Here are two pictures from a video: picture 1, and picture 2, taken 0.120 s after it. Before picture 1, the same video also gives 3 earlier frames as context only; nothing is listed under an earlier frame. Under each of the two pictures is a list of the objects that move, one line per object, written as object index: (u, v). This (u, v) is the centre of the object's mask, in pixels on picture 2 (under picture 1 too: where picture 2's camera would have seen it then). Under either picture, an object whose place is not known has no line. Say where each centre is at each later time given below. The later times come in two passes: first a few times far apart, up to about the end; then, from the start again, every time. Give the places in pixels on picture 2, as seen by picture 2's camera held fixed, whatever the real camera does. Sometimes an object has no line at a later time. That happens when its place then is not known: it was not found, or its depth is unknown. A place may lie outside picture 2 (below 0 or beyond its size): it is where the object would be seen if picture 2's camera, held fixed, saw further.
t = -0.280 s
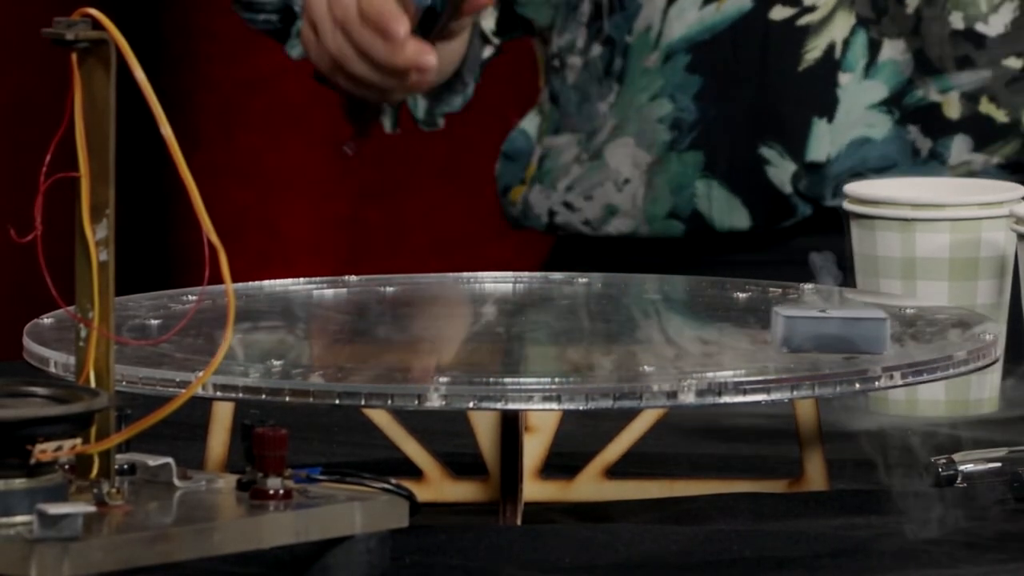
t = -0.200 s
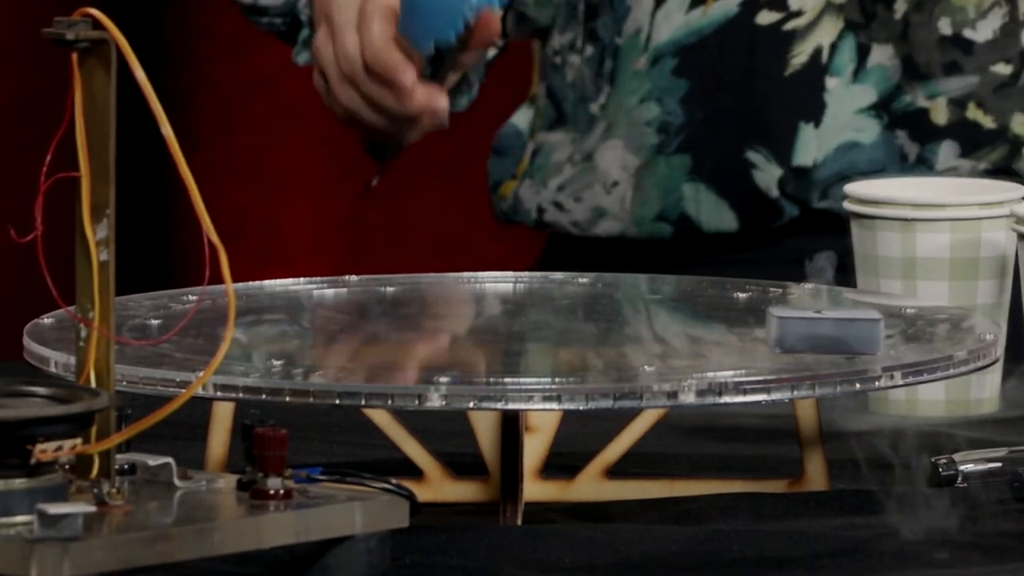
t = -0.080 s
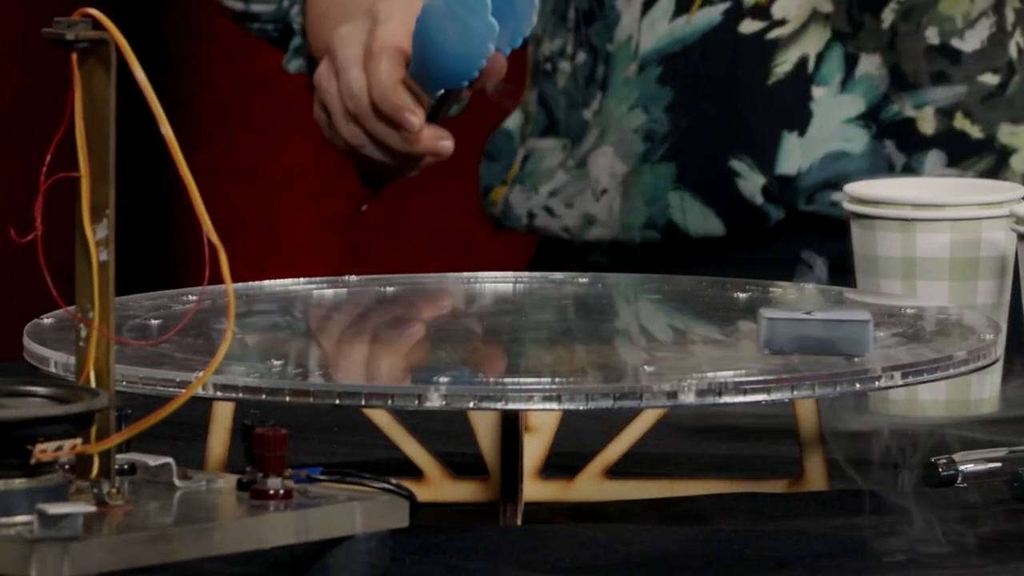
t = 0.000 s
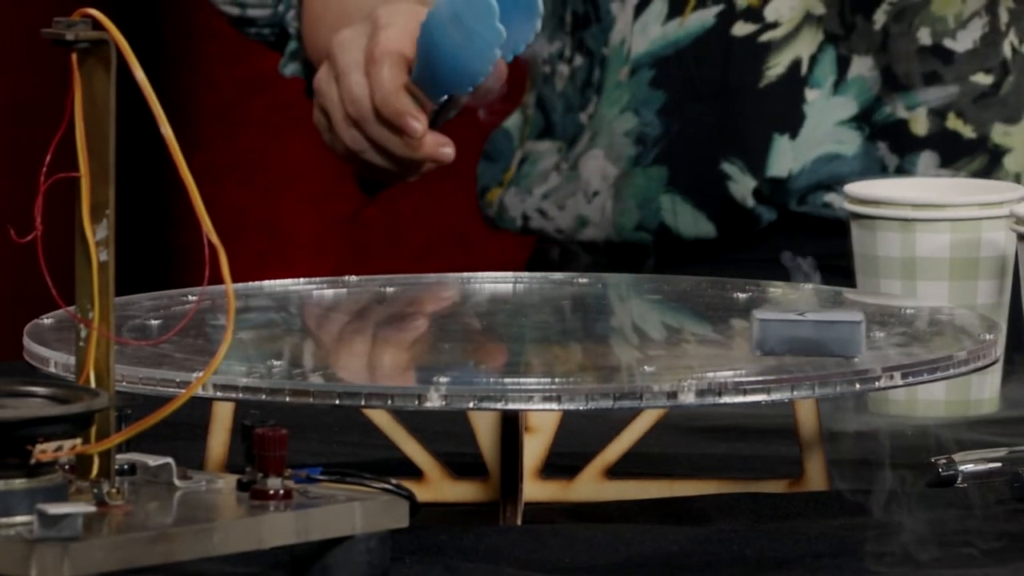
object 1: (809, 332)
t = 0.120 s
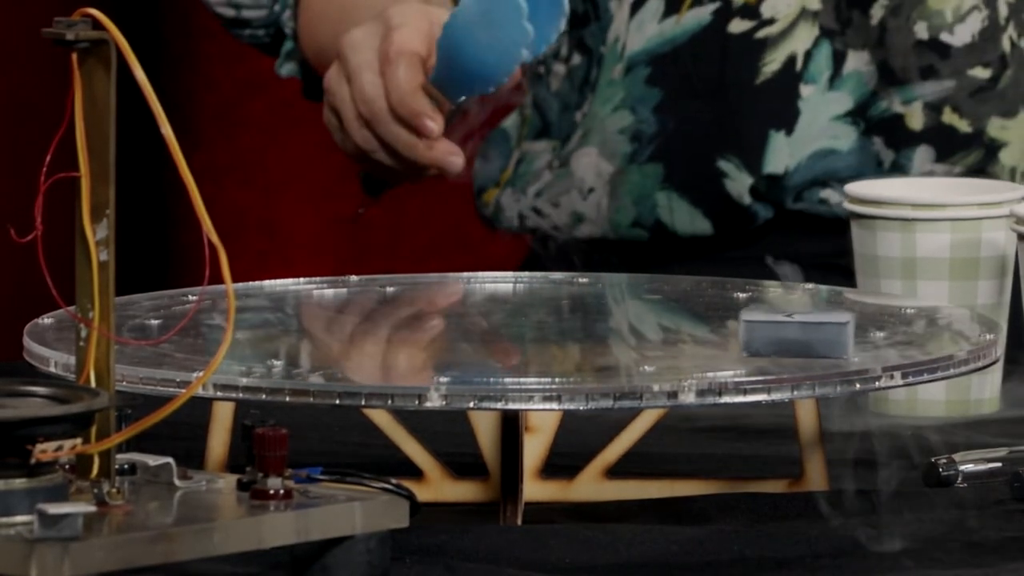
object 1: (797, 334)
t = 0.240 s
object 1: (781, 335)
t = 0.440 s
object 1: (755, 339)
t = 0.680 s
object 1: (711, 342)
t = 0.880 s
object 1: (670, 343)
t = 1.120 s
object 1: (614, 345)
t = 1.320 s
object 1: (567, 347)
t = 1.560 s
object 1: (516, 348)
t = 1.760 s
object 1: (480, 348)
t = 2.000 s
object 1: (442, 346)
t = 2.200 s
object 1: (411, 345)
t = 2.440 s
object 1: (372, 343)
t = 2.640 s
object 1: (341, 341)
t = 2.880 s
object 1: (305, 340)
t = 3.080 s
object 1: (282, 339)
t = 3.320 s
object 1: (237, 335)
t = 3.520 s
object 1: (203, 332)
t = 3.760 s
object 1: (169, 327)
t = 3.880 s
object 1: (166, 325)
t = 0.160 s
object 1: (791, 334)
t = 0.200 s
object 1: (786, 335)
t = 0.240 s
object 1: (781, 335)
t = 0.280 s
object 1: (776, 335)
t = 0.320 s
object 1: (772, 337)
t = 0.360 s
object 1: (765, 338)
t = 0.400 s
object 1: (760, 339)
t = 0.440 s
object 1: (755, 339)
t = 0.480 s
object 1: (748, 340)
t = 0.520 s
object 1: (741, 340)
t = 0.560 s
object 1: (734, 340)
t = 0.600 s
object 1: (728, 341)
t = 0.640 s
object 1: (719, 341)
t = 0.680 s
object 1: (711, 342)
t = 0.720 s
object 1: (704, 342)
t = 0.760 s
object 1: (695, 342)
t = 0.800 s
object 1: (687, 343)
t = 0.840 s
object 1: (679, 343)
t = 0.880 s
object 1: (670, 343)
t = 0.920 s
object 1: (660, 344)
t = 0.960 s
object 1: (652, 344)
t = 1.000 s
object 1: (642, 344)
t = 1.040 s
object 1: (633, 344)
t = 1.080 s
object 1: (623, 344)
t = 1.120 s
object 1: (614, 345)
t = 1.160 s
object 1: (604, 345)
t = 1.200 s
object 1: (594, 346)
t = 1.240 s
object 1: (585, 346)
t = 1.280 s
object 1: (576, 346)
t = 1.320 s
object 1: (567, 347)
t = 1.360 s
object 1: (558, 347)
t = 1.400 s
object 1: (549, 347)
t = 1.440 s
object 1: (540, 347)
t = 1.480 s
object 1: (532, 347)
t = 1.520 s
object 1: (523, 348)
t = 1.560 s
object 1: (516, 348)
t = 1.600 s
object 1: (508, 348)
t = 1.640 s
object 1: (502, 348)
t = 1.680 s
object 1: (495, 347)
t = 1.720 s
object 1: (487, 348)
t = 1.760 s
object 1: (480, 348)
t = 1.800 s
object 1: (473, 348)
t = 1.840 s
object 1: (468, 346)
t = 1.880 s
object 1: (461, 346)
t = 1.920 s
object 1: (453, 347)
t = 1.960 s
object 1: (448, 346)
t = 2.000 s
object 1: (442, 346)
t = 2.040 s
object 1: (436, 346)
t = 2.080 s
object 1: (429, 346)
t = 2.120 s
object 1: (423, 346)
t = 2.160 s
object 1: (417, 346)
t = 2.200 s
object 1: (411, 345)
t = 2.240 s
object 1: (403, 346)
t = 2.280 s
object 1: (397, 343)
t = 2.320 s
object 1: (391, 344)
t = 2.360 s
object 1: (385, 343)
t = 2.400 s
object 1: (379, 343)
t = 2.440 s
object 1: (372, 343)
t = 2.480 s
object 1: (367, 343)
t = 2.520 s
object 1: (360, 343)
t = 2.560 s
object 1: (353, 342)
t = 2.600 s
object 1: (348, 342)
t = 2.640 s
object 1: (341, 341)
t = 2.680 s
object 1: (335, 342)
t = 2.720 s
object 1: (329, 341)
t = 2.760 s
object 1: (323, 341)
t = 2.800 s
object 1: (316, 341)
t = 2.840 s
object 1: (311, 341)
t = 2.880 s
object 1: (305, 340)
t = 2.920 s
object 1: (298, 341)
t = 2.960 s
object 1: (294, 339)
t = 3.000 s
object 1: (289, 339)
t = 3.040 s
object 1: (286, 339)
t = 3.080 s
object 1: (282, 339)
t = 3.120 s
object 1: (279, 339)
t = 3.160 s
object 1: (264, 337)
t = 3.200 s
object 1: (258, 337)
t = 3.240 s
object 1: (251, 336)
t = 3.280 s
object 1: (245, 336)
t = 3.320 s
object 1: (237, 335)
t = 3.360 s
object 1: (232, 336)
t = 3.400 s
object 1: (223, 334)
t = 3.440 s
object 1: (216, 334)
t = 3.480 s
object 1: (210, 333)
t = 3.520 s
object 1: (203, 332)
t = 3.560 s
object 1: (196, 331)
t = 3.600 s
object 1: (189, 331)
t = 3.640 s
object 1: (176, 329)
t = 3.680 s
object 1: (173, 329)
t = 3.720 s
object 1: (170, 328)
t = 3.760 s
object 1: (169, 327)
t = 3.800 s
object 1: (169, 326)
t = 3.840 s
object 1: (168, 326)
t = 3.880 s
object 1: (166, 325)
